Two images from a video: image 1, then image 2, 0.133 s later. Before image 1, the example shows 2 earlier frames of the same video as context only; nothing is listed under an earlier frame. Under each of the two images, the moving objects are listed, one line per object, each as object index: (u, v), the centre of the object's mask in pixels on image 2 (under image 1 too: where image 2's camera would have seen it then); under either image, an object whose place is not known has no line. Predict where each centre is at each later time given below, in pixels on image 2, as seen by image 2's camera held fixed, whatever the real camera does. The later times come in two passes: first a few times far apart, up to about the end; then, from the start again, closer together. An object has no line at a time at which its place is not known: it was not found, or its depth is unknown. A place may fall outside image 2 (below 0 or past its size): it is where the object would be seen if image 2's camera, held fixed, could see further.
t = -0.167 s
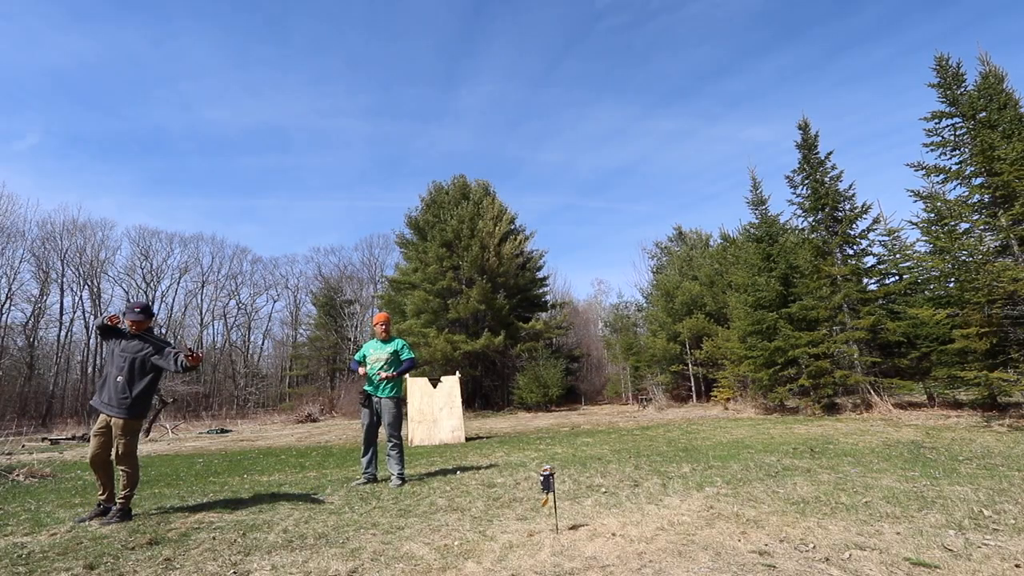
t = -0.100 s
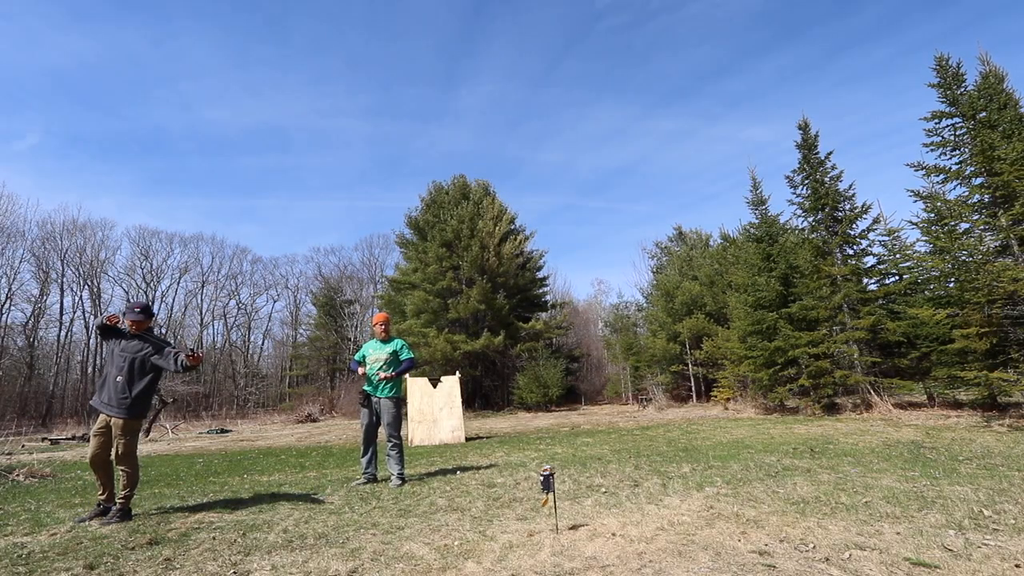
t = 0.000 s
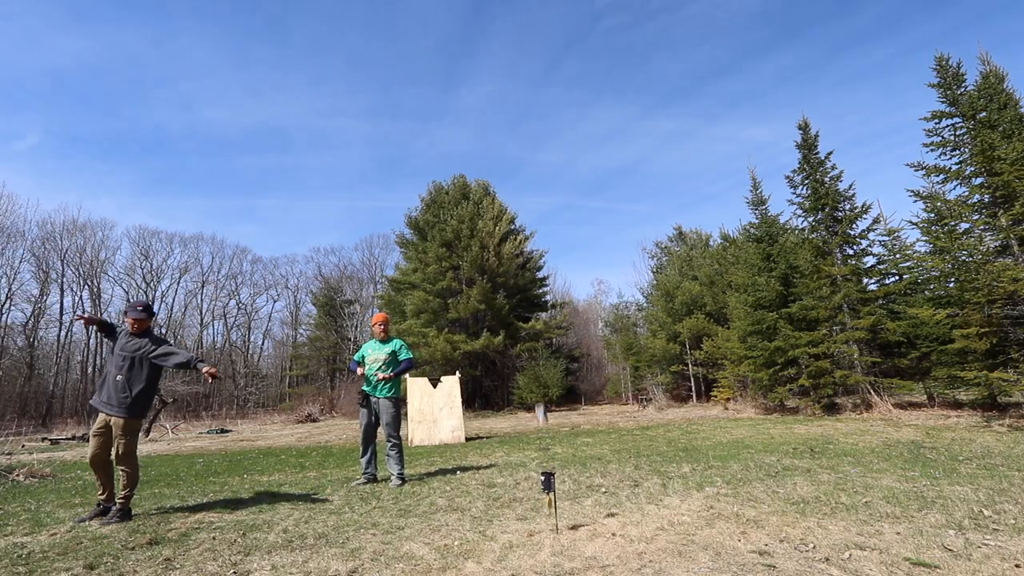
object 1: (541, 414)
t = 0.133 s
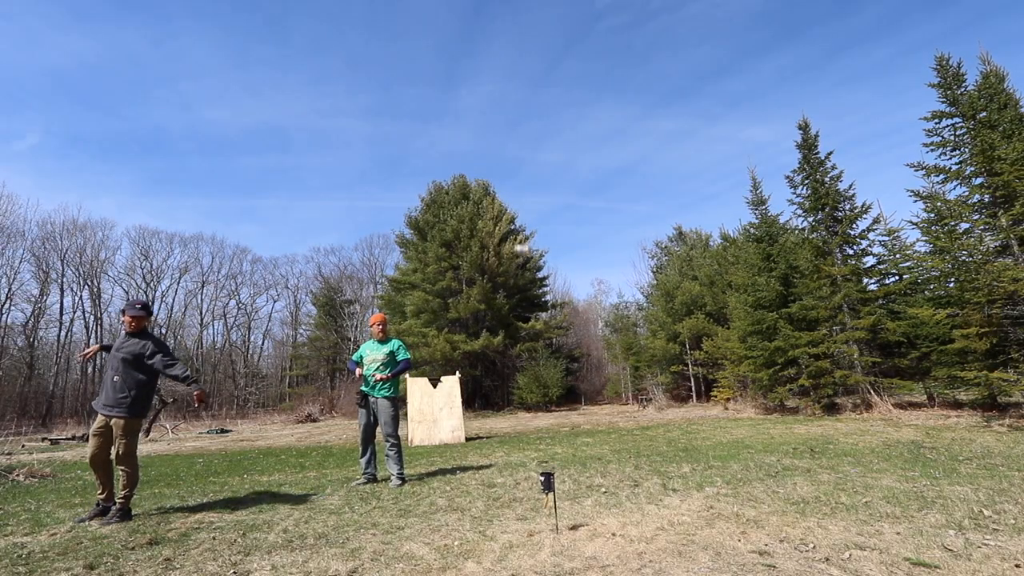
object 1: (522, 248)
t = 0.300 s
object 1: (505, 137)
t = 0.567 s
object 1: (480, 72)
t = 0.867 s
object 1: (463, 106)
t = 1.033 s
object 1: (456, 157)
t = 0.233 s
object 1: (512, 174)
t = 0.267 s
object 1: (508, 155)
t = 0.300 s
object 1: (505, 137)
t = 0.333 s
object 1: (502, 123)
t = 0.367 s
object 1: (499, 111)
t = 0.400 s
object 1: (496, 101)
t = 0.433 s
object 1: (493, 92)
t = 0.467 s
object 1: (490, 85)
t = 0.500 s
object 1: (486, 79)
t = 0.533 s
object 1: (483, 75)
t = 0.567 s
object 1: (480, 72)
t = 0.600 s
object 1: (478, 71)
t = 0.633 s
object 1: (476, 73)
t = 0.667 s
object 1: (474, 74)
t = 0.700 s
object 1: (472, 77)
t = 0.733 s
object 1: (470, 81)
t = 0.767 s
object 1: (468, 86)
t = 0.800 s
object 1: (466, 91)
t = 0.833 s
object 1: (465, 98)
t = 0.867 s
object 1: (463, 106)
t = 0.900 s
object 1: (462, 114)
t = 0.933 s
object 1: (460, 124)
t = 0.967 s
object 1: (459, 134)
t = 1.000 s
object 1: (458, 145)
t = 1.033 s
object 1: (456, 157)
